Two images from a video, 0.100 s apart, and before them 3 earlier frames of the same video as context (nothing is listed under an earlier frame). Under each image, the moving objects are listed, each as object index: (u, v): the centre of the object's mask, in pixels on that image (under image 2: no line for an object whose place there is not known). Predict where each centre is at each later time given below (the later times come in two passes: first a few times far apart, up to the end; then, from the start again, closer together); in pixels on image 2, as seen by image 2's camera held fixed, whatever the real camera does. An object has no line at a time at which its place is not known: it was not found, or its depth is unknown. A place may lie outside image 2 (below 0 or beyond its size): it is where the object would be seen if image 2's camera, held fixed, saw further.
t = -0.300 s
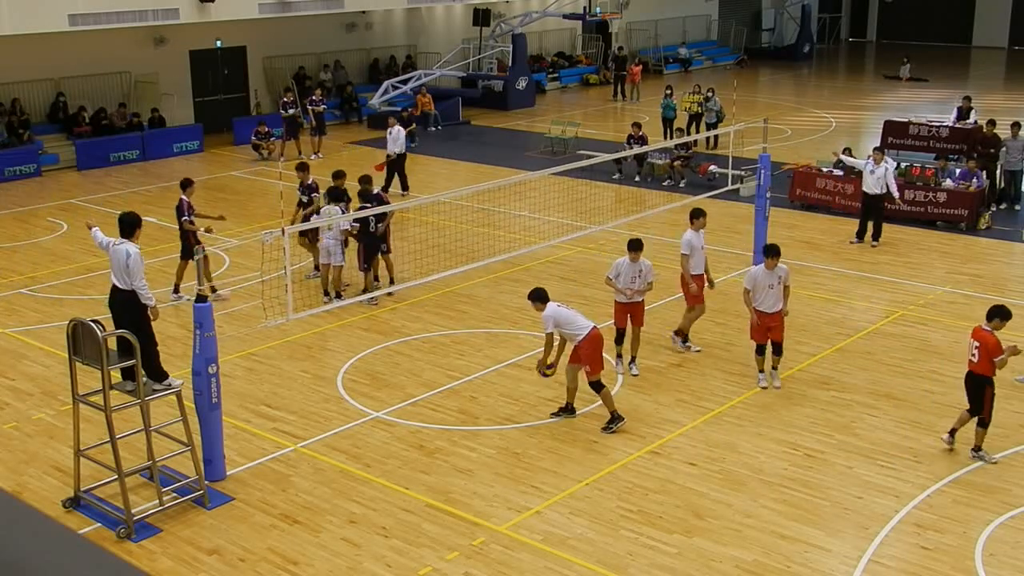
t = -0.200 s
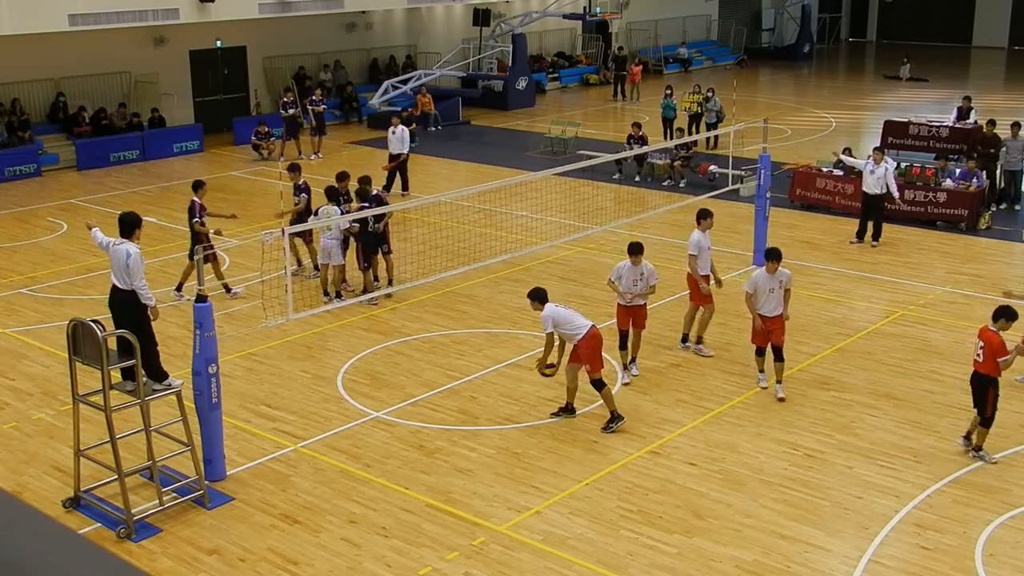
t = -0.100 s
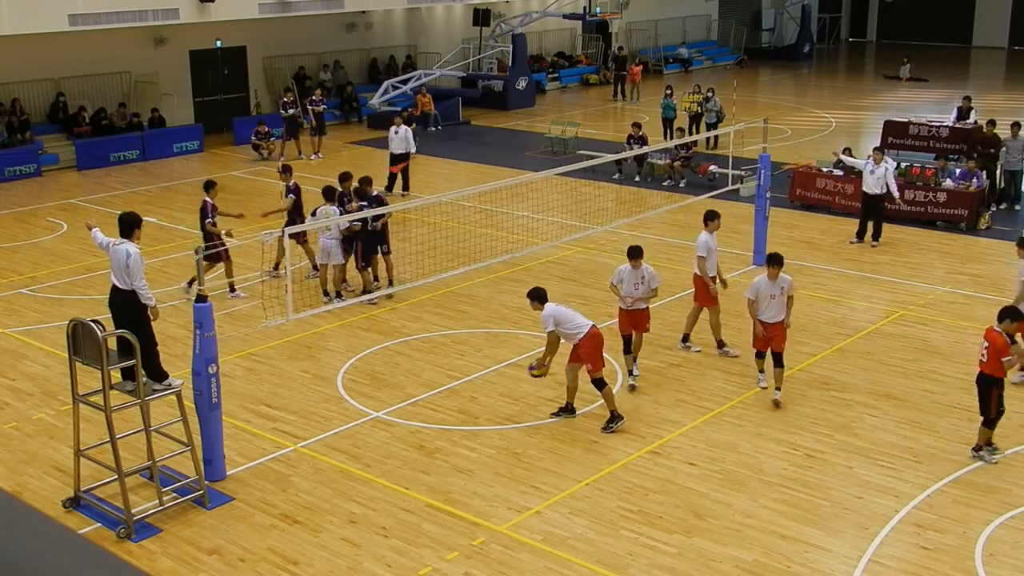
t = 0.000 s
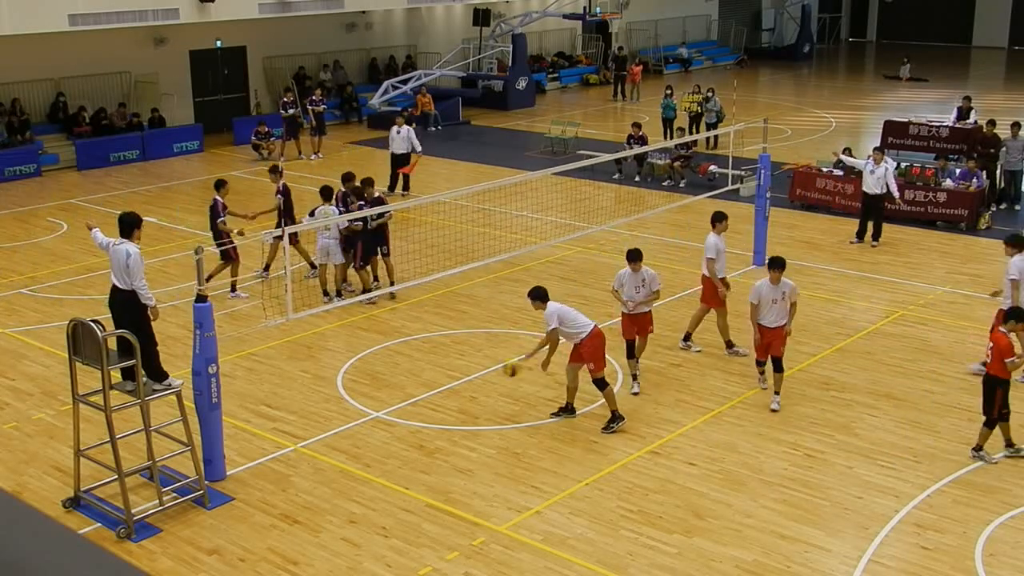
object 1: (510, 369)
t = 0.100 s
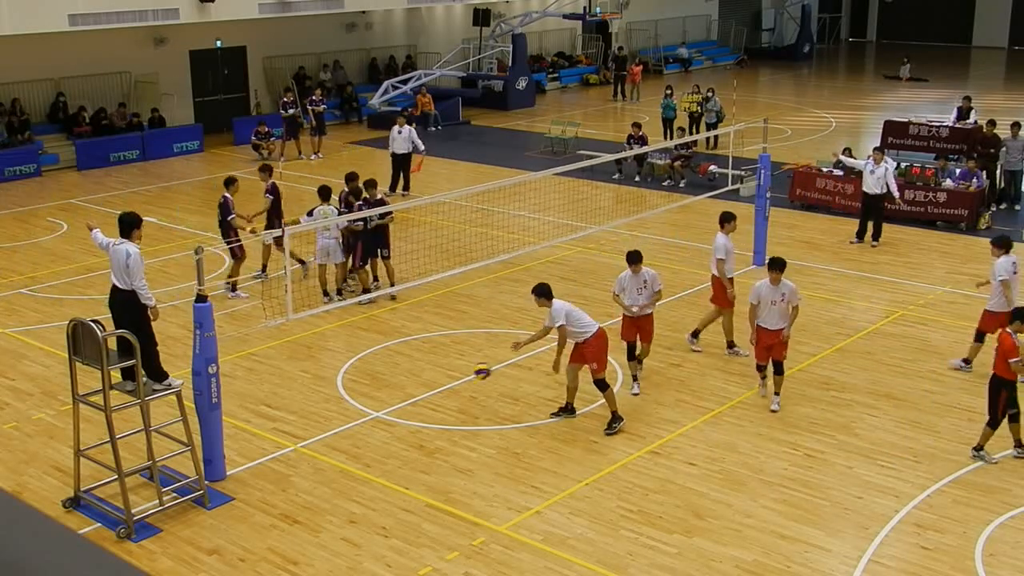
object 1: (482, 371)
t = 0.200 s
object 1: (454, 381)
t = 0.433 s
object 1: (398, 365)
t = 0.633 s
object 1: (357, 364)
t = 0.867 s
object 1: (308, 358)
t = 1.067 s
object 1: (271, 358)
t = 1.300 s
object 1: (227, 350)
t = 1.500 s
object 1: (189, 349)
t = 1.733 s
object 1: (159, 347)
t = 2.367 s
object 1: (60, 329)
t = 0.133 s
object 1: (473, 374)
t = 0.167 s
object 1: (464, 377)
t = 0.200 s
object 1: (454, 381)
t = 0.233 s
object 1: (445, 387)
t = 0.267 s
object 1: (436, 388)
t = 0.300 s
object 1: (428, 380)
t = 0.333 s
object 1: (420, 374)
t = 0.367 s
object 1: (413, 371)
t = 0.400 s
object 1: (406, 367)
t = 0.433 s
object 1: (398, 365)
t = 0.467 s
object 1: (391, 364)
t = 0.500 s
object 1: (383, 363)
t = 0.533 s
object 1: (376, 361)
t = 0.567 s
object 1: (369, 362)
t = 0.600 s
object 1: (363, 363)
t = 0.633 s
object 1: (357, 364)
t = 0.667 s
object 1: (350, 369)
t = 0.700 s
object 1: (342, 373)
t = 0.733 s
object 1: (335, 374)
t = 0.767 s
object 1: (328, 369)
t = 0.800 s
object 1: (322, 364)
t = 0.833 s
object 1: (315, 361)
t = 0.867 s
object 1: (308, 358)
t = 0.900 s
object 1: (302, 358)
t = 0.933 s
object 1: (295, 355)
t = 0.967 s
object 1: (288, 355)
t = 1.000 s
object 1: (282, 355)
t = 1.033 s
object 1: (277, 357)
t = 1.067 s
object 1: (271, 358)
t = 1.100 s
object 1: (265, 363)
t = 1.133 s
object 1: (258, 364)
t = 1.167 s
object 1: (251, 359)
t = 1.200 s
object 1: (245, 355)
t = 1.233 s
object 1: (239, 352)
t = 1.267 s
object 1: (233, 352)
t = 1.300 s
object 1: (227, 350)
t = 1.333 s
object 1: (223, 351)
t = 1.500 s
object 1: (189, 349)
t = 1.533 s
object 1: (185, 345)
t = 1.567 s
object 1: (181, 346)
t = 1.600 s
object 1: (175, 345)
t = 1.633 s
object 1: (169, 345)
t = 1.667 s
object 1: (164, 345)
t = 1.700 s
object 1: (161, 347)
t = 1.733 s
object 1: (159, 347)
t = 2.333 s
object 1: (62, 331)
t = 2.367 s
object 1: (60, 329)
